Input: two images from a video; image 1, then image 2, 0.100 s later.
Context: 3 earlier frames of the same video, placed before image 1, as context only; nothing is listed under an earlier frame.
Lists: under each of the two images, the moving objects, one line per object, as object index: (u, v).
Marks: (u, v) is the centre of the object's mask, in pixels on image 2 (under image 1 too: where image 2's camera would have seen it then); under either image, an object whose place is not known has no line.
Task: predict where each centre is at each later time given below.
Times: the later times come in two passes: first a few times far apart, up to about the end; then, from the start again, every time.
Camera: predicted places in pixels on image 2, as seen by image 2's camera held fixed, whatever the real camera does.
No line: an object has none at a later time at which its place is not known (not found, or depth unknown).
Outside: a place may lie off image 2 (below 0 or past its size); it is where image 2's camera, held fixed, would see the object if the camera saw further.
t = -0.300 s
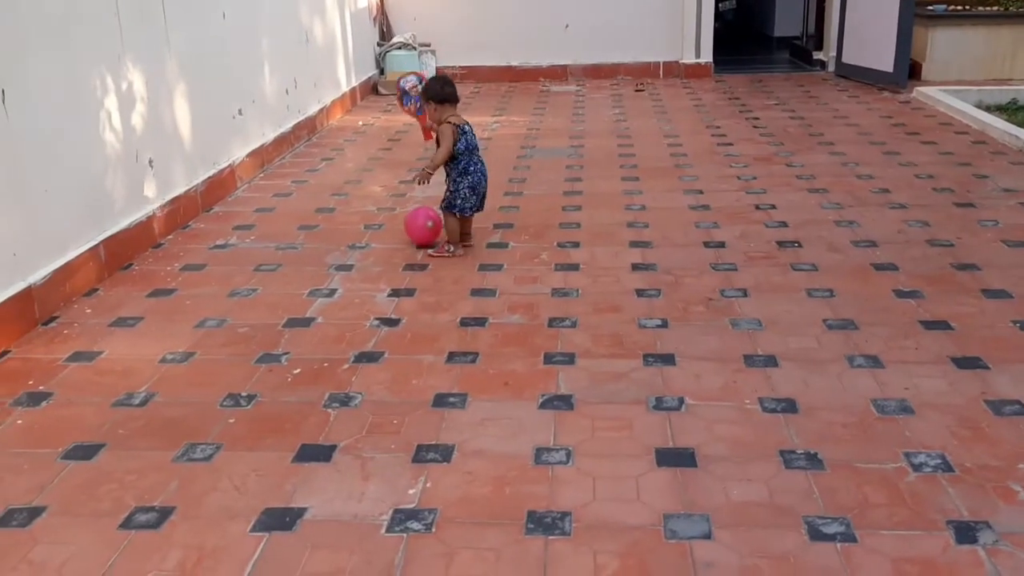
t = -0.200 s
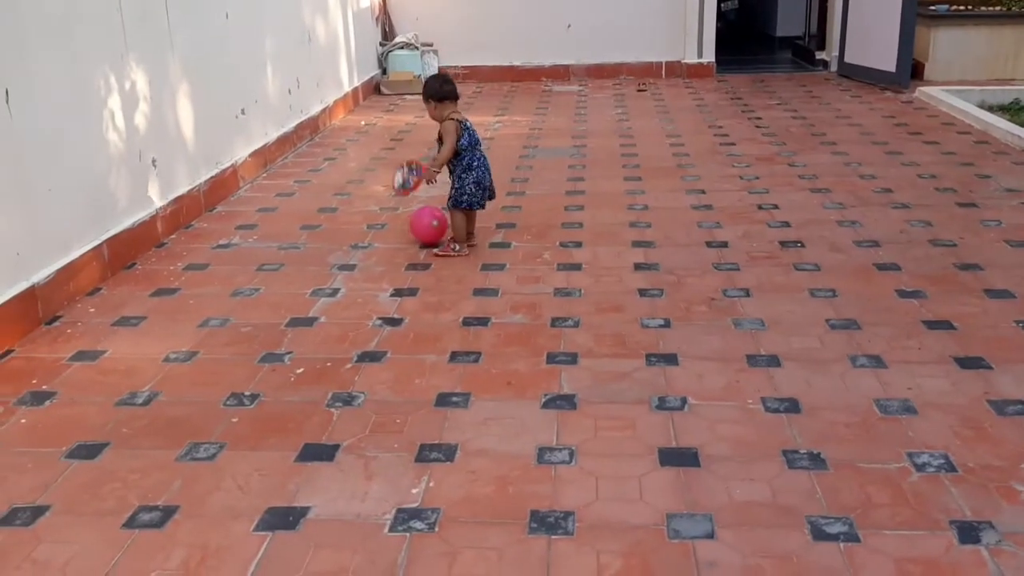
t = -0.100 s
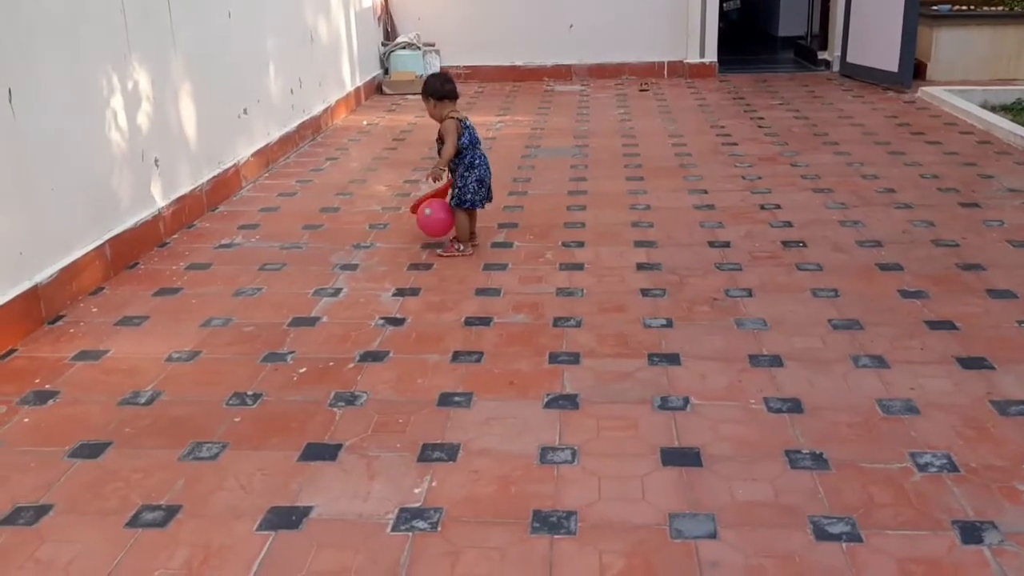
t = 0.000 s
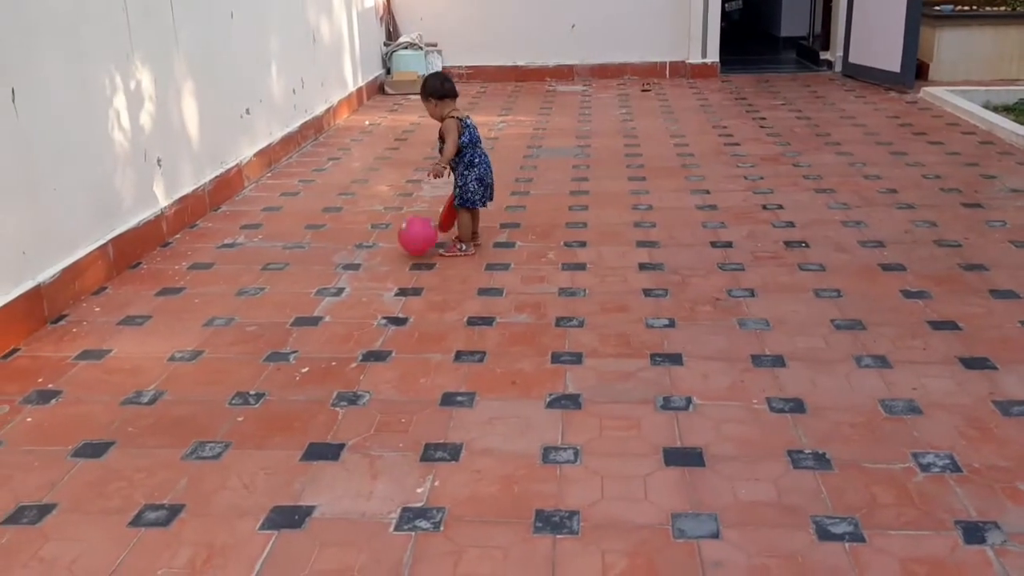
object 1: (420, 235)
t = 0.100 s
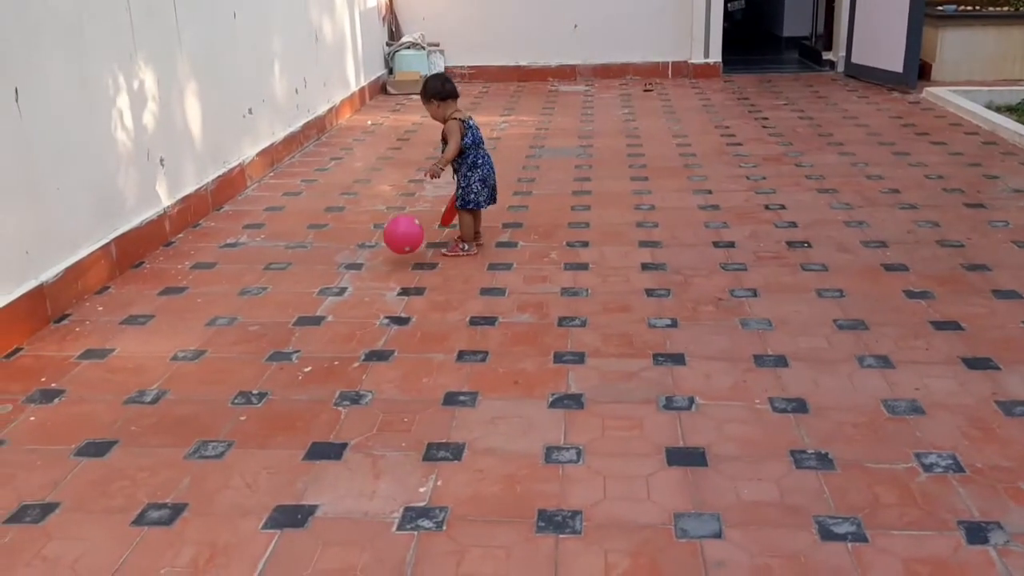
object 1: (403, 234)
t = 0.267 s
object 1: (378, 254)
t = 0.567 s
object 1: (330, 283)
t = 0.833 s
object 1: (284, 313)
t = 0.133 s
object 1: (398, 237)
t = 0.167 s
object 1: (392, 242)
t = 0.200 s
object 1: (387, 250)
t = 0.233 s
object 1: (383, 258)
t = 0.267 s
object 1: (378, 254)
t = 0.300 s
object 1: (373, 253)
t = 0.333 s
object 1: (369, 255)
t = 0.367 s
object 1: (364, 260)
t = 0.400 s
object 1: (359, 266)
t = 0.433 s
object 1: (354, 275)
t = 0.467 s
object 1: (348, 273)
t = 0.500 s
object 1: (342, 274)
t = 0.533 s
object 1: (336, 277)
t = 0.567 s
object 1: (330, 283)
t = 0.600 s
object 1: (325, 294)
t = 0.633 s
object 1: (319, 292)
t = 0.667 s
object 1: (313, 292)
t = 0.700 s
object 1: (308, 295)
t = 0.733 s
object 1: (303, 300)
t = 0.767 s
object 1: (298, 309)
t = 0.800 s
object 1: (292, 313)
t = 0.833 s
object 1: (284, 313)
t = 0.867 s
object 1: (276, 316)
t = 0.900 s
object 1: (268, 323)
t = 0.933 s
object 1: (260, 330)
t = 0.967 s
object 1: (252, 332)
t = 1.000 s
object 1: (244, 336)
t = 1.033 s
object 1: (237, 343)
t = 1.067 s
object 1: (228, 348)
